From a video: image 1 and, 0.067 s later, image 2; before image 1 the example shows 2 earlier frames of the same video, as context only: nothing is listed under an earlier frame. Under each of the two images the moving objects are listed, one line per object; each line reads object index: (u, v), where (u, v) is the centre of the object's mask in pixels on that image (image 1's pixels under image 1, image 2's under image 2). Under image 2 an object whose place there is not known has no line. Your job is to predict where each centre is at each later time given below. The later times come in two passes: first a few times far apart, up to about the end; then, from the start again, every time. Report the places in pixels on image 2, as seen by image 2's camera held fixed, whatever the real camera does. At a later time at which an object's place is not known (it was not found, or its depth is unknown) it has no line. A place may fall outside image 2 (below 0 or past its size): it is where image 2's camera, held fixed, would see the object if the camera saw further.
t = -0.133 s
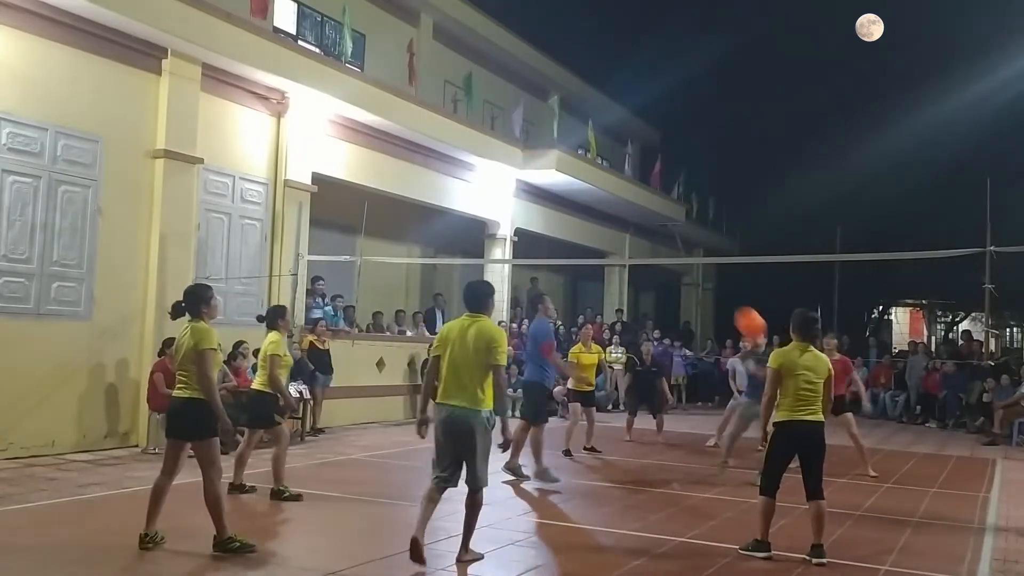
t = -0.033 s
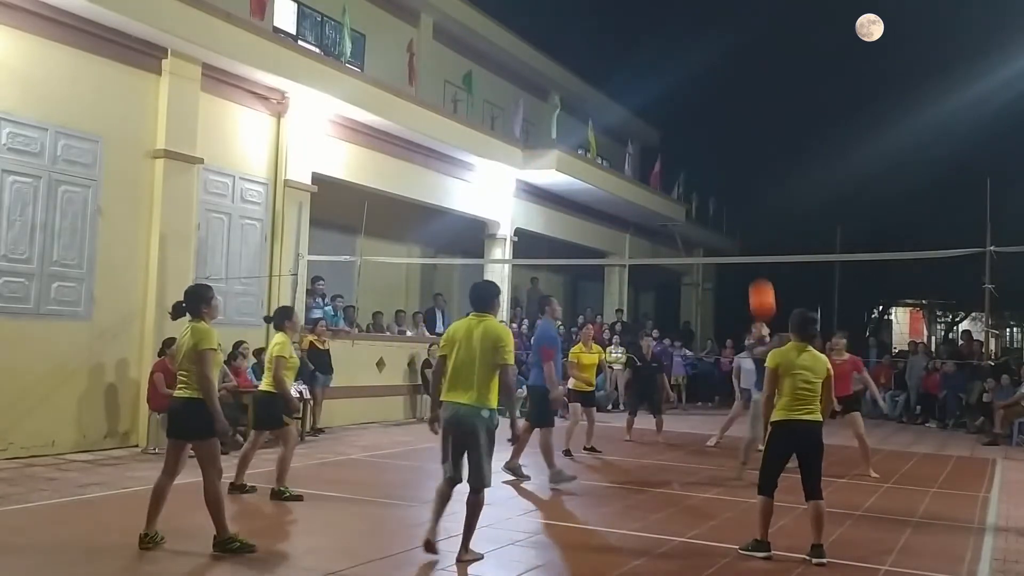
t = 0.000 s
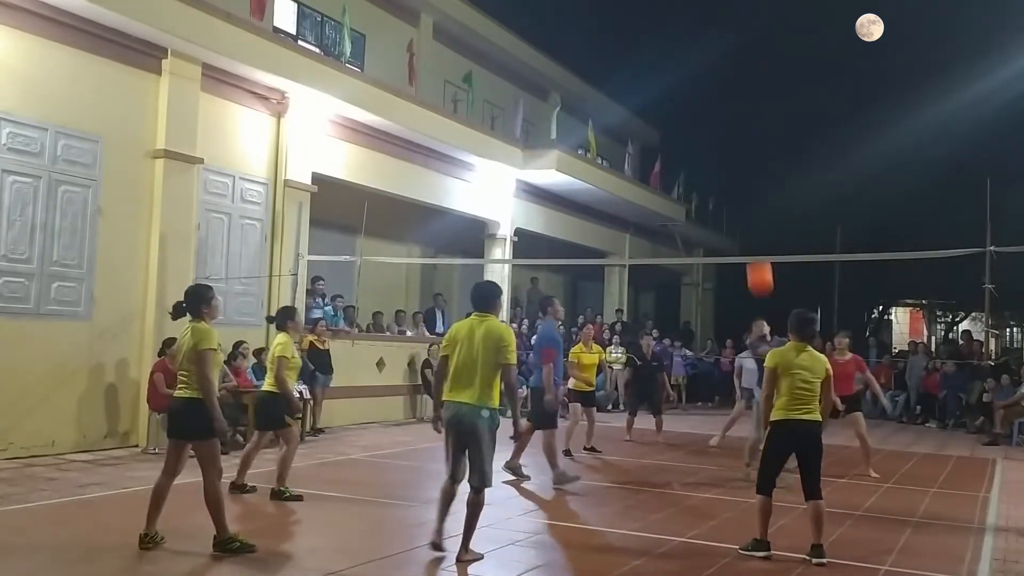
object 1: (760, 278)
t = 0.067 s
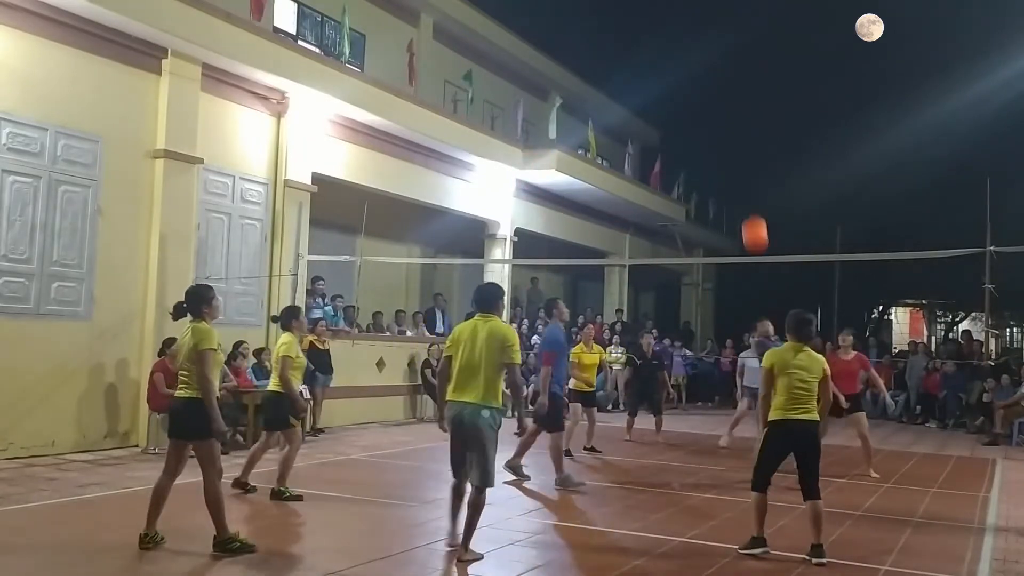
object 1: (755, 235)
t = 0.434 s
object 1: (734, 93)
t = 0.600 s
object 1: (727, 73)
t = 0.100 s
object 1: (753, 215)
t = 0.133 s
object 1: (751, 197)
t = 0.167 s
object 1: (748, 181)
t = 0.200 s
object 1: (746, 166)
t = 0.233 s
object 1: (744, 152)
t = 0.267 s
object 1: (742, 139)
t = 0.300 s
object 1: (741, 127)
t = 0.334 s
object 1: (739, 118)
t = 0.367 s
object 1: (737, 108)
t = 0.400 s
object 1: (735, 100)
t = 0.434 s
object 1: (734, 93)
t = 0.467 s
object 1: (732, 87)
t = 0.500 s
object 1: (731, 82)
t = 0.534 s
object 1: (729, 78)
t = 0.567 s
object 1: (728, 75)
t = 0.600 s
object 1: (727, 73)
